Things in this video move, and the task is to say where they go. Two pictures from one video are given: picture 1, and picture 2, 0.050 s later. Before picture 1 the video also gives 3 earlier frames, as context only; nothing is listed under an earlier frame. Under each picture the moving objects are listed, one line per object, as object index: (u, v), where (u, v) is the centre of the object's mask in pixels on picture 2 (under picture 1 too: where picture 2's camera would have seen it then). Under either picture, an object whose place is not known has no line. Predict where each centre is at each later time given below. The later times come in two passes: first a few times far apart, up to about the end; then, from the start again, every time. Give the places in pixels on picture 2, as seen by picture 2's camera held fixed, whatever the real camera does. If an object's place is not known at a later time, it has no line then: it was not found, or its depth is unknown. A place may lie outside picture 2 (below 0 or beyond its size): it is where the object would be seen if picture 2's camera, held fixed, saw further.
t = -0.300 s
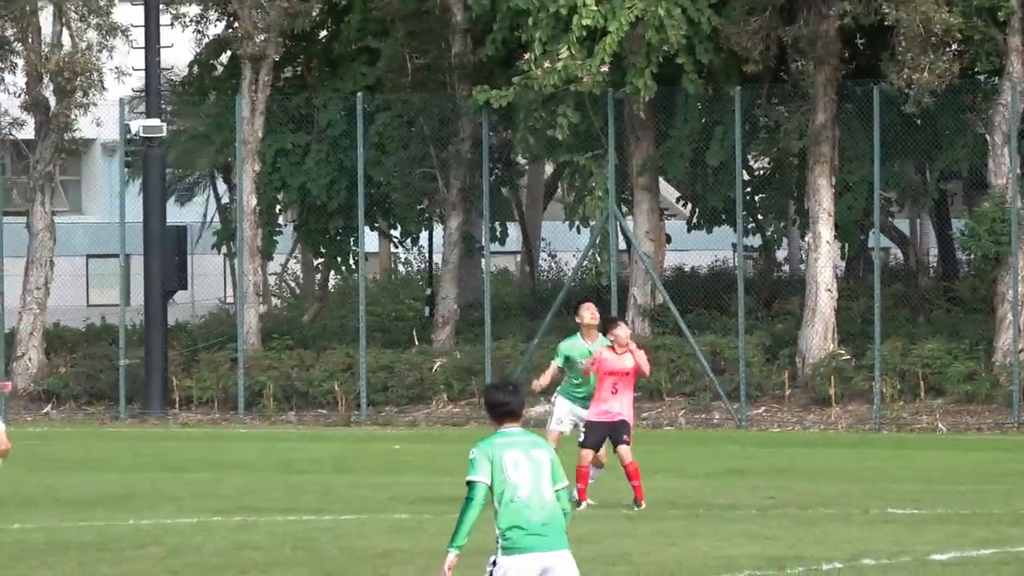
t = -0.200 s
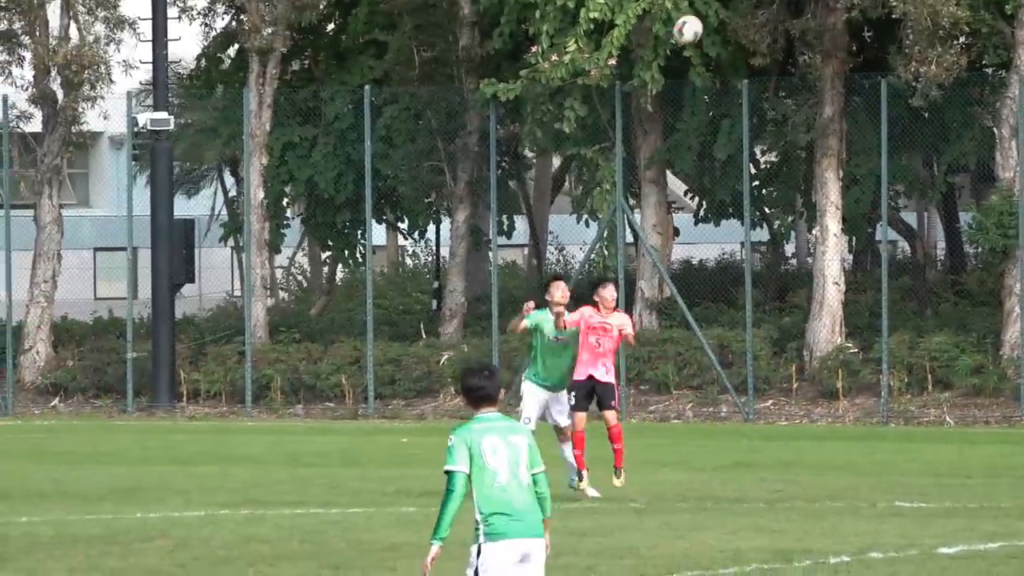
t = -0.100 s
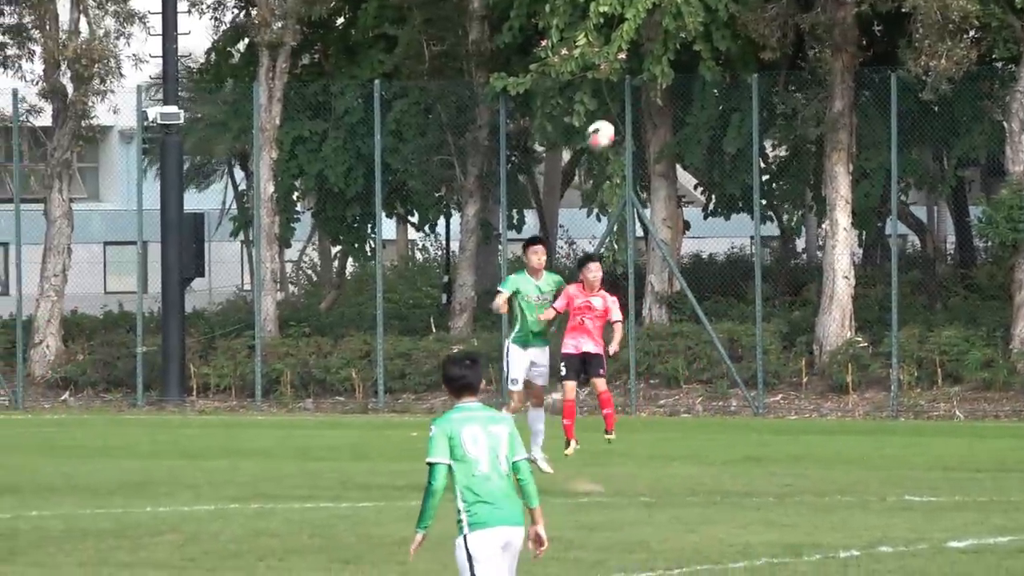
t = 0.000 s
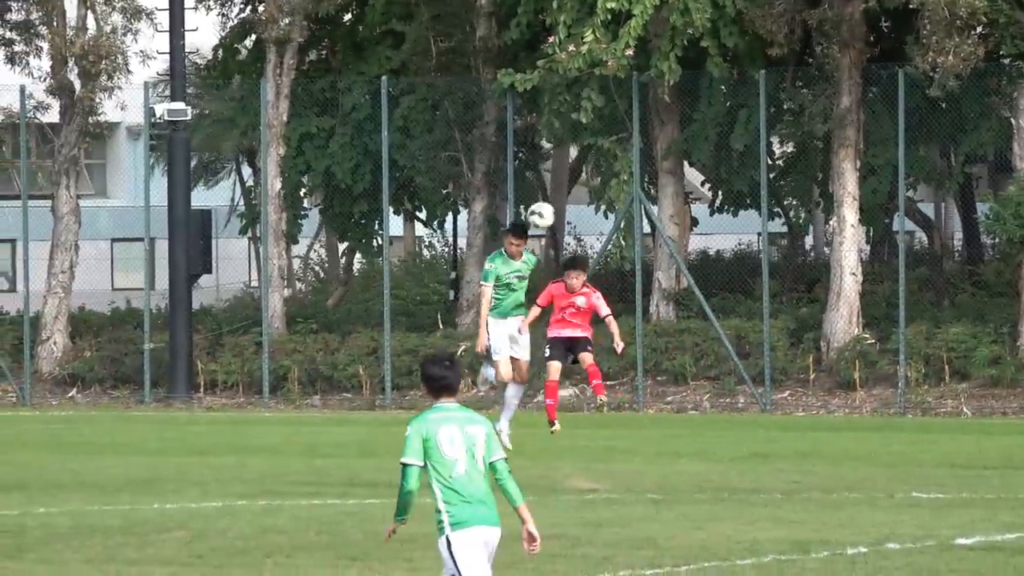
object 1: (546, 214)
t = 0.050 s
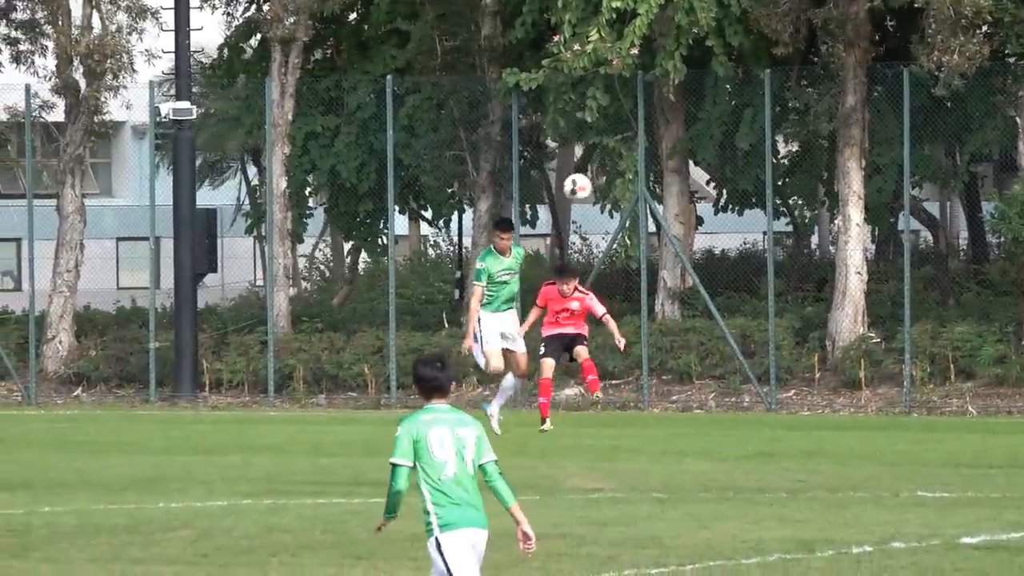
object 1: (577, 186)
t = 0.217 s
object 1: (683, 115)
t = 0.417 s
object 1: (819, 78)
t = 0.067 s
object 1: (588, 178)
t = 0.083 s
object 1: (598, 170)
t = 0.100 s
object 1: (608, 162)
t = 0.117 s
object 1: (619, 154)
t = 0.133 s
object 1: (629, 146)
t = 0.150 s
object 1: (640, 140)
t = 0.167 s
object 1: (651, 132)
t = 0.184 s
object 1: (661, 127)
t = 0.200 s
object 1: (672, 120)
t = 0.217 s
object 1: (683, 115)
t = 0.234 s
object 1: (695, 110)
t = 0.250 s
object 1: (706, 105)
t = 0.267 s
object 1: (716, 101)
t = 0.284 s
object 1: (728, 97)
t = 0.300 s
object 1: (738, 94)
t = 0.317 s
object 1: (749, 91)
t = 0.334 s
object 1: (761, 87)
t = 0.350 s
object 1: (772, 85)
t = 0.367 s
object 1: (784, 83)
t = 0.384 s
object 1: (795, 81)
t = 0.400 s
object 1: (807, 79)
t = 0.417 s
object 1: (819, 78)
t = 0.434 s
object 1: (831, 78)
